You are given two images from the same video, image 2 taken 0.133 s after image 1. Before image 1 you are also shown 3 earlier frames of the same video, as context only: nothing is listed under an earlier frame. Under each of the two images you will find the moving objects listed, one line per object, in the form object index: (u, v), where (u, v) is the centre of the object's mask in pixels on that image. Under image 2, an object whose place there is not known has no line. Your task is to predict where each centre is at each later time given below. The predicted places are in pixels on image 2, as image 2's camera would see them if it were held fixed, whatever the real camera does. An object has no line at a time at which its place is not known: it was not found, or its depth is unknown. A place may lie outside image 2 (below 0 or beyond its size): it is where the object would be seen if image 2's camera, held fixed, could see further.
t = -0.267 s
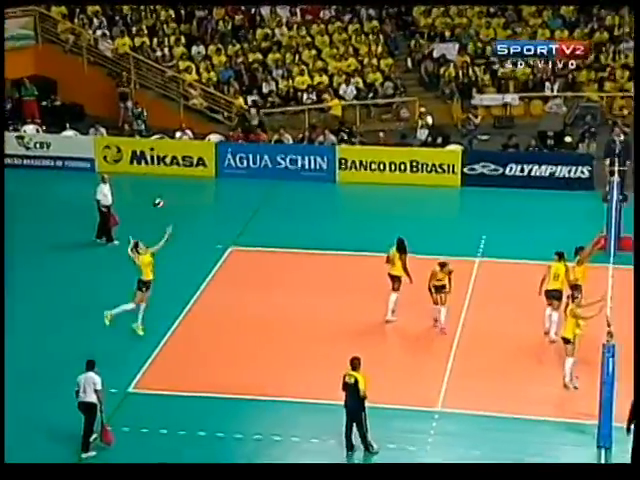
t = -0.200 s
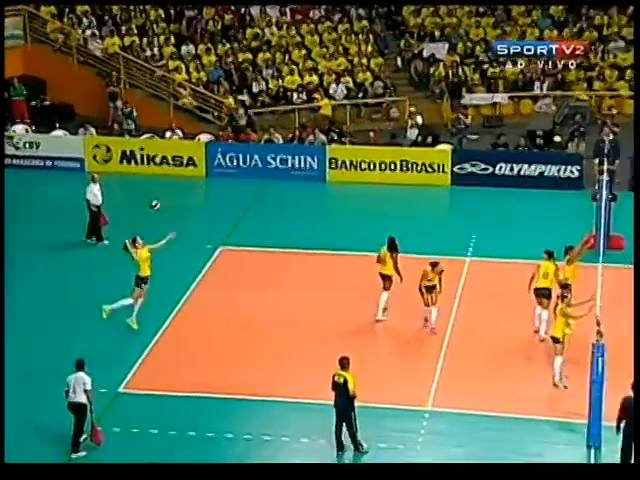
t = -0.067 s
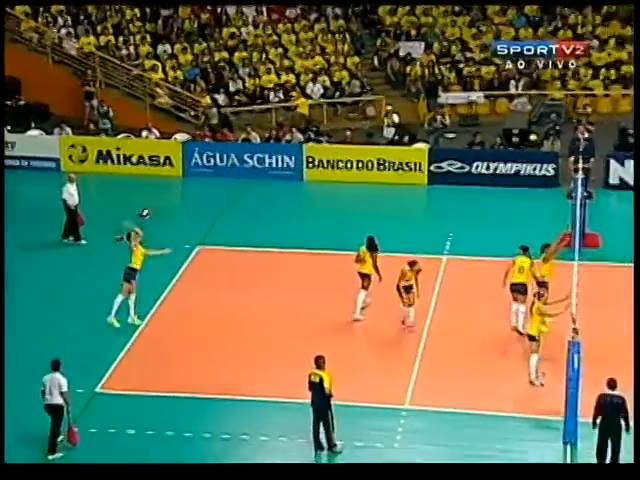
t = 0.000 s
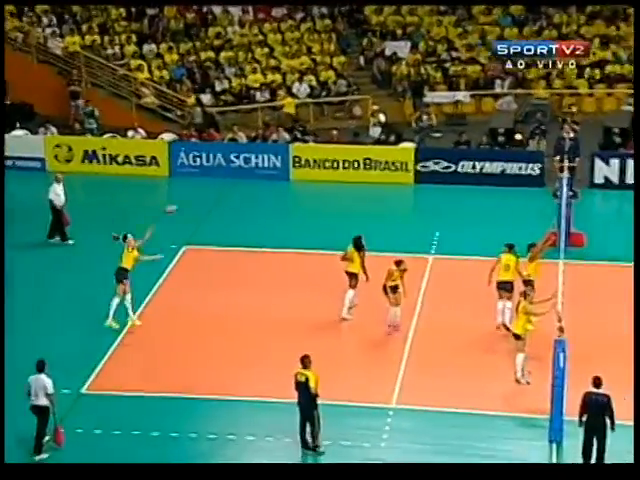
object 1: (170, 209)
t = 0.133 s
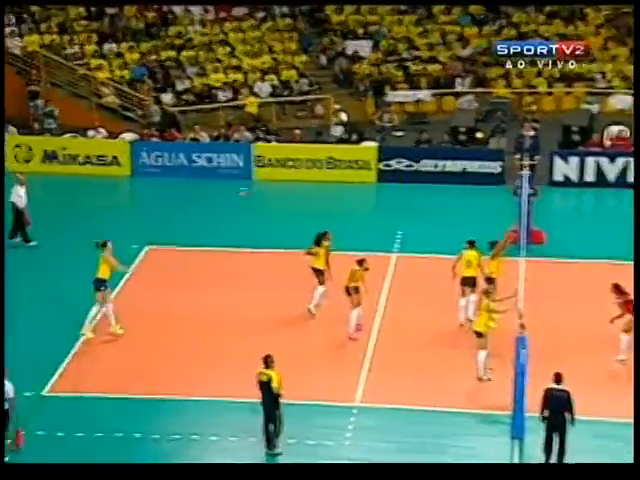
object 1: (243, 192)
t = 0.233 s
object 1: (321, 183)
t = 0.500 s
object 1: (514, 182)
